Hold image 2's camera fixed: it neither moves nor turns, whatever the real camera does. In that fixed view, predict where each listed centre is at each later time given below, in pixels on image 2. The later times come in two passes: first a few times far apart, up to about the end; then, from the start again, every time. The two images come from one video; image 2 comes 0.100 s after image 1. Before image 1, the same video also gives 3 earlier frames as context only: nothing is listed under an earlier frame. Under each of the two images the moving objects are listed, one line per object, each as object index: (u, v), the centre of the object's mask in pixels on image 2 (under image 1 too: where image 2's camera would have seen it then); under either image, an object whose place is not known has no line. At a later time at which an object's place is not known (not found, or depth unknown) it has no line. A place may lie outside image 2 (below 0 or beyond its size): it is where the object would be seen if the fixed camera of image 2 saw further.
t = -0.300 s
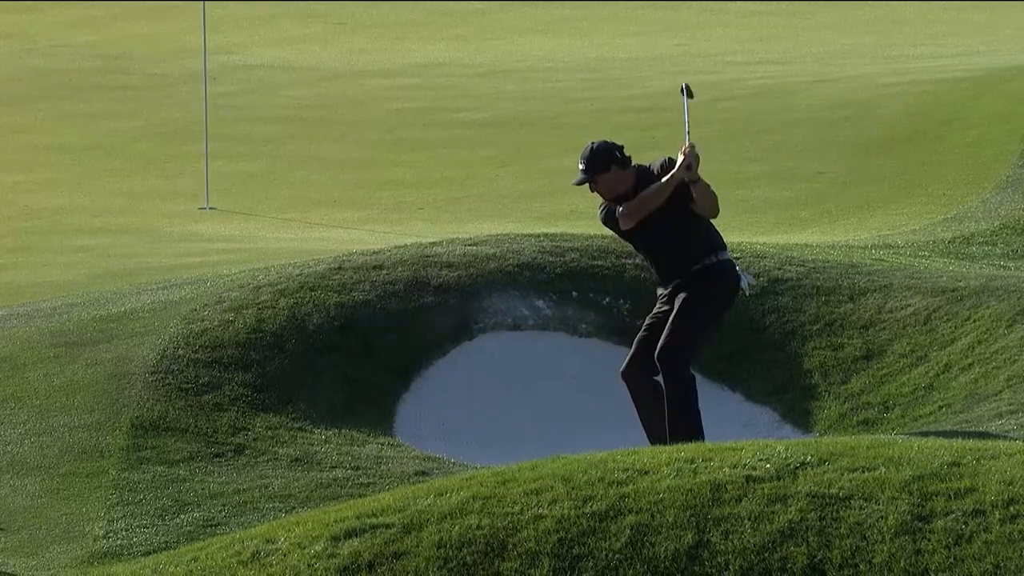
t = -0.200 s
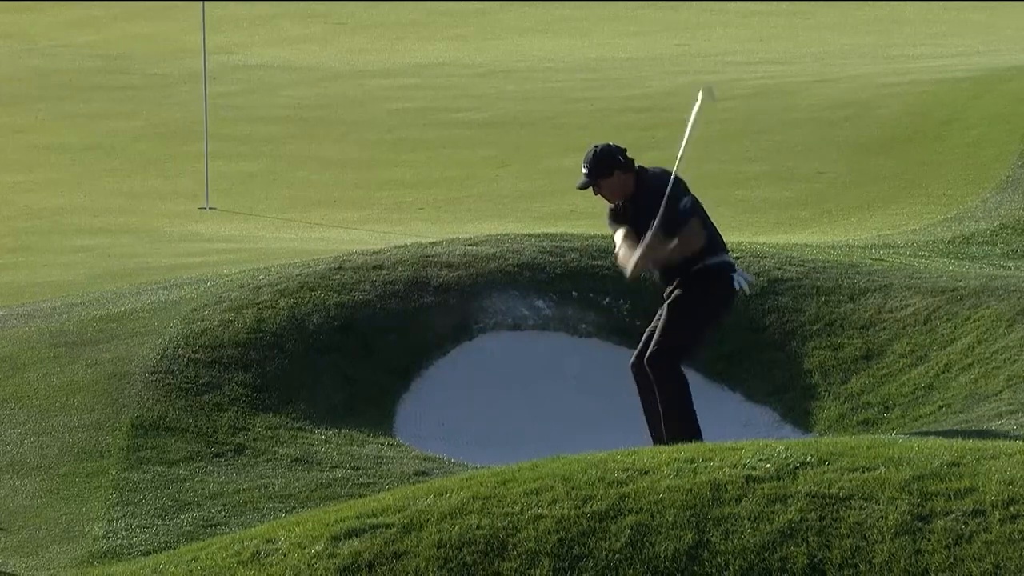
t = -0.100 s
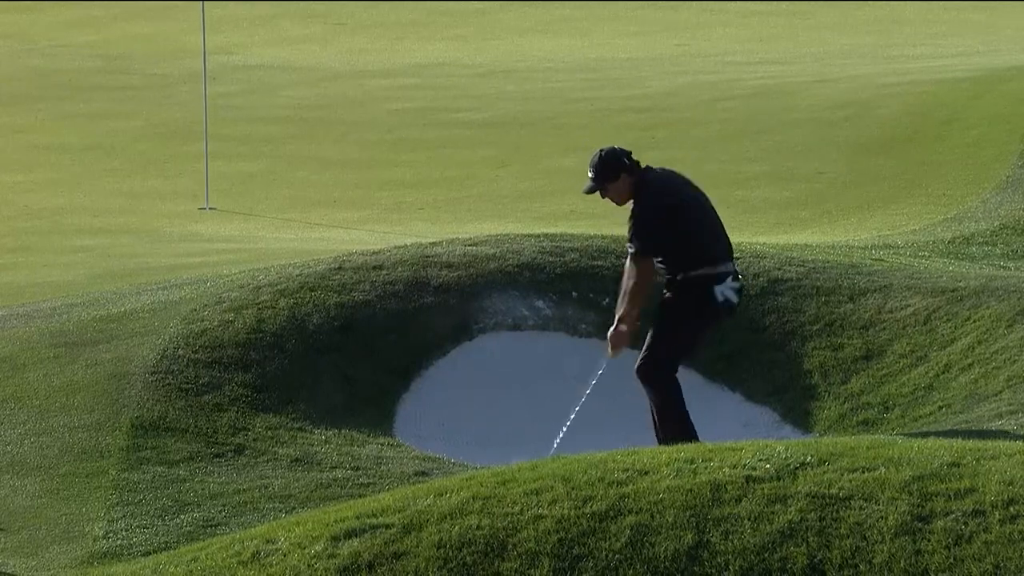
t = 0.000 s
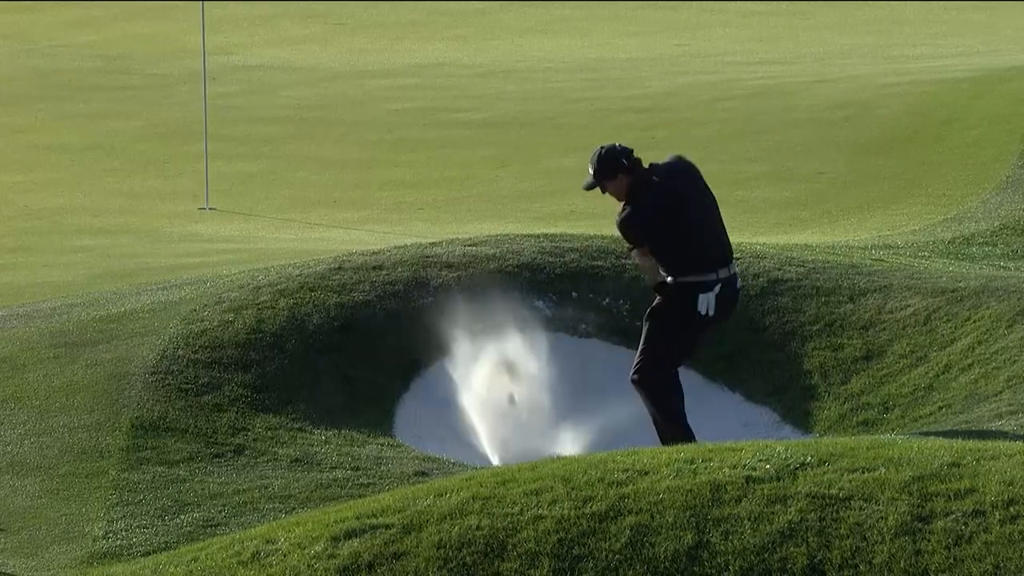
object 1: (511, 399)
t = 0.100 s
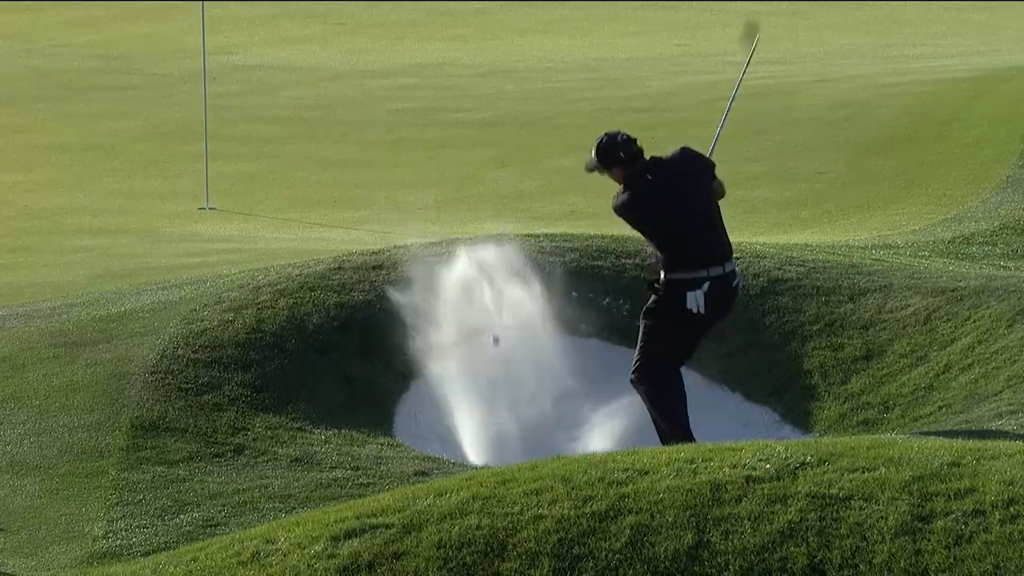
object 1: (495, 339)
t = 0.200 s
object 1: (479, 302)
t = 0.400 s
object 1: (449, 293)
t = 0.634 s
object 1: (432, 310)
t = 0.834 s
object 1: (429, 328)
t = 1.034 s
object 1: (430, 347)
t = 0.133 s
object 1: (489, 325)
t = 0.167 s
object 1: (484, 312)
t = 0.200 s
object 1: (479, 302)
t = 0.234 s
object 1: (474, 295)
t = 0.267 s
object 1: (468, 289)
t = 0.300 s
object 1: (464, 286)
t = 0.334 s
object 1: (457, 285)
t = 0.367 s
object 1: (453, 287)
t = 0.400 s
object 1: (449, 293)
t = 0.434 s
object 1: (446, 299)
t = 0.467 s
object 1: (440, 306)
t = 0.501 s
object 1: (437, 317)
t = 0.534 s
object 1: (435, 315)
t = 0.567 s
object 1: (434, 311)
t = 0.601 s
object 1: (433, 309)
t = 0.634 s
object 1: (432, 310)
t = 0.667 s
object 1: (431, 313)
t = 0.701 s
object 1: (430, 317)
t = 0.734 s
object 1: (429, 324)
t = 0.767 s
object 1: (429, 325)
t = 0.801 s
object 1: (429, 326)
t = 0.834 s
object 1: (429, 328)
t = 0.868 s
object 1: (429, 331)
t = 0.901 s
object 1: (429, 333)
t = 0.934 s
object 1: (429, 336)
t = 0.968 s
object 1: (429, 339)
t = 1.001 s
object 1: (430, 343)
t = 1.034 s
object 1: (430, 347)
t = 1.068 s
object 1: (432, 350)
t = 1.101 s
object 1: (433, 356)
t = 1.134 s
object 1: (435, 363)
